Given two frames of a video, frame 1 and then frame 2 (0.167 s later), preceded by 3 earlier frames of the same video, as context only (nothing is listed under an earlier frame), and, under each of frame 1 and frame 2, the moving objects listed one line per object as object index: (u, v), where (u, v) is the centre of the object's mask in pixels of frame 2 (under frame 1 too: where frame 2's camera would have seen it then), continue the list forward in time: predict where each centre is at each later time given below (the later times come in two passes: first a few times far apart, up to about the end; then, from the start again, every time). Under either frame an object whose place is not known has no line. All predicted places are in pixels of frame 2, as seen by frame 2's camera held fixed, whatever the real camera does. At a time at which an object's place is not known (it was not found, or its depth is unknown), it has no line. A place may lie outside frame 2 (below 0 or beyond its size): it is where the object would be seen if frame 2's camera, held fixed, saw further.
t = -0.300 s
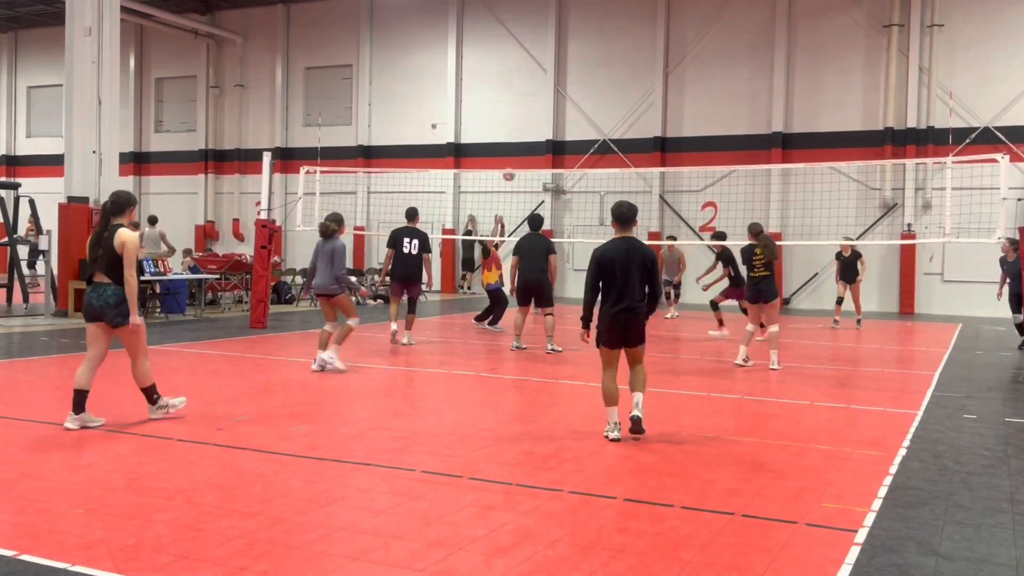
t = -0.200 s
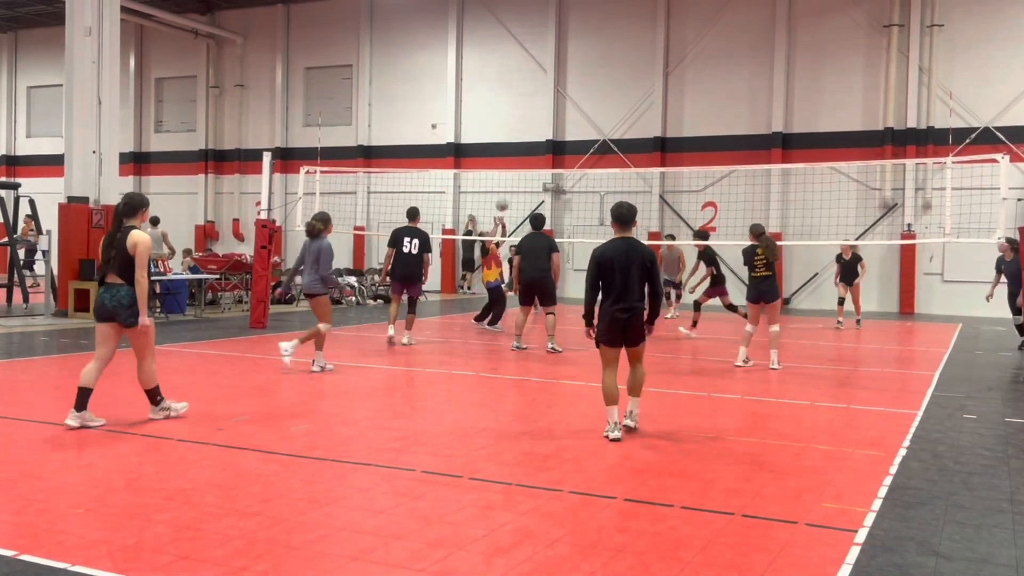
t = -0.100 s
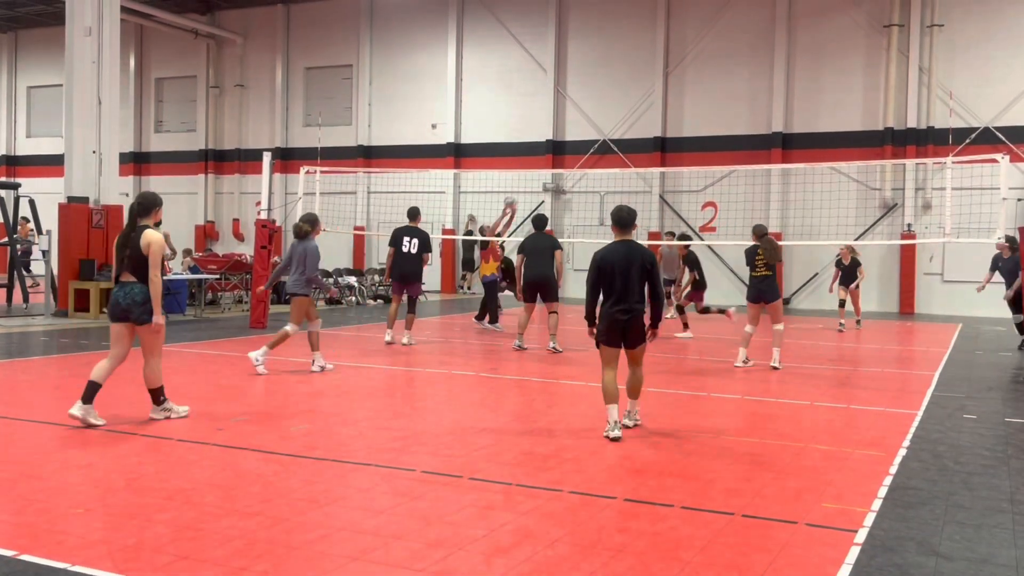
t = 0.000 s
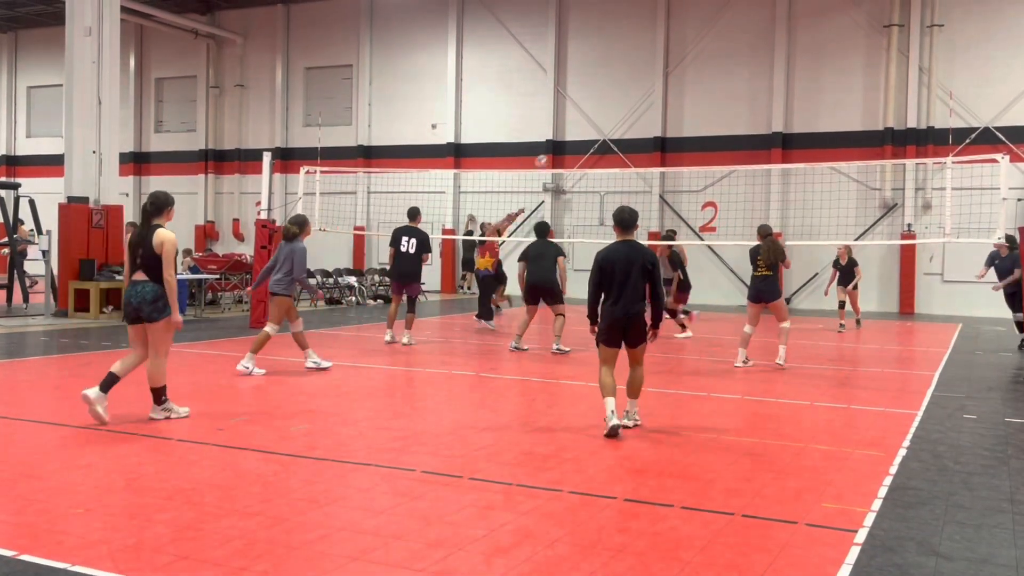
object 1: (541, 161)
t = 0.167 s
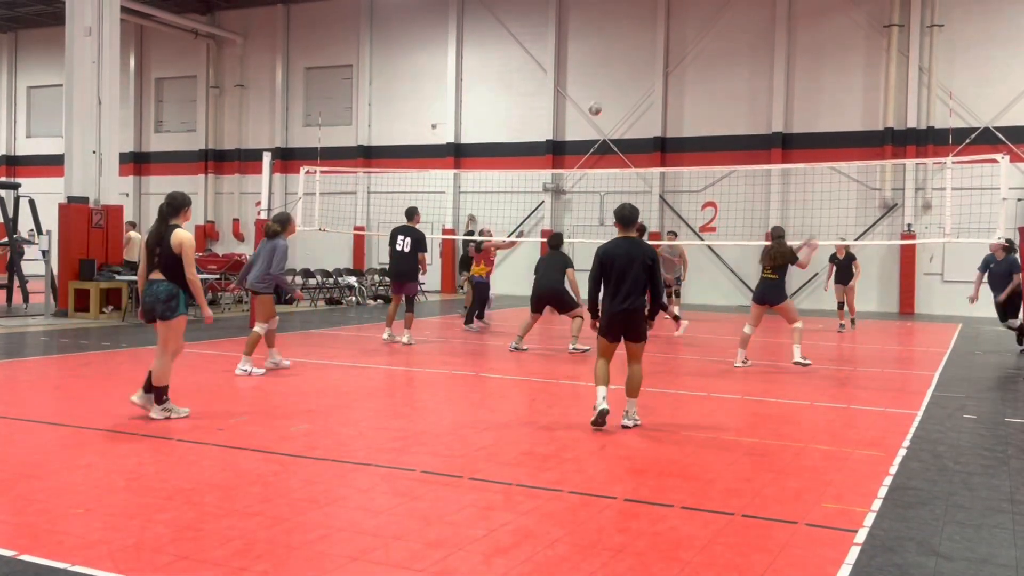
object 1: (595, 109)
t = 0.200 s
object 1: (604, 101)
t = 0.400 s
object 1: (668, 61)
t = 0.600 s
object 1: (733, 50)
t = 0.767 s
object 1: (786, 62)
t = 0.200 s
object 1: (604, 101)
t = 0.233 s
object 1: (615, 92)
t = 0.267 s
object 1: (626, 85)
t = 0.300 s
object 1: (637, 78)
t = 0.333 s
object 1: (646, 72)
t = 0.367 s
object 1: (658, 67)
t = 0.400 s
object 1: (668, 61)
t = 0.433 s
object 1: (678, 57)
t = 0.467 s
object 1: (690, 55)
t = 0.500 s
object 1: (701, 52)
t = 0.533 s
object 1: (712, 51)
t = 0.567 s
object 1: (722, 50)
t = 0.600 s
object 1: (733, 50)
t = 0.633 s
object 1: (743, 51)
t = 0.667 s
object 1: (754, 52)
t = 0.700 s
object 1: (764, 55)
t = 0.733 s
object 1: (775, 58)
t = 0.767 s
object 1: (786, 62)
